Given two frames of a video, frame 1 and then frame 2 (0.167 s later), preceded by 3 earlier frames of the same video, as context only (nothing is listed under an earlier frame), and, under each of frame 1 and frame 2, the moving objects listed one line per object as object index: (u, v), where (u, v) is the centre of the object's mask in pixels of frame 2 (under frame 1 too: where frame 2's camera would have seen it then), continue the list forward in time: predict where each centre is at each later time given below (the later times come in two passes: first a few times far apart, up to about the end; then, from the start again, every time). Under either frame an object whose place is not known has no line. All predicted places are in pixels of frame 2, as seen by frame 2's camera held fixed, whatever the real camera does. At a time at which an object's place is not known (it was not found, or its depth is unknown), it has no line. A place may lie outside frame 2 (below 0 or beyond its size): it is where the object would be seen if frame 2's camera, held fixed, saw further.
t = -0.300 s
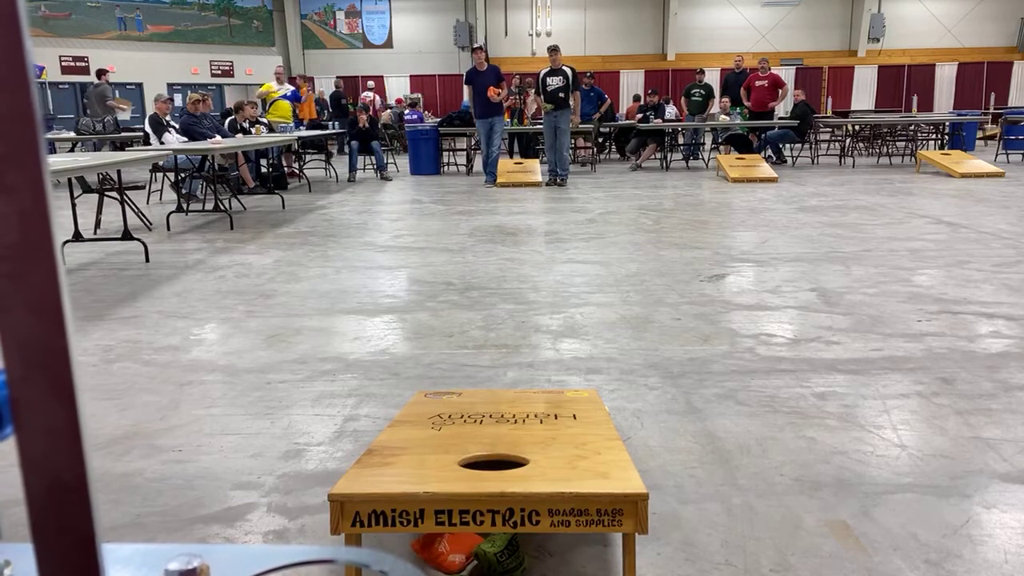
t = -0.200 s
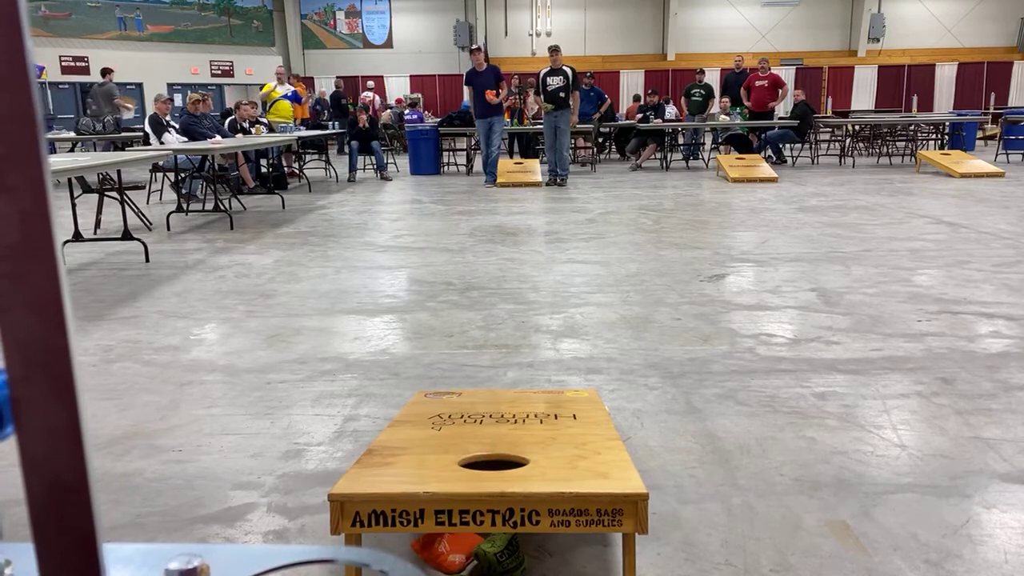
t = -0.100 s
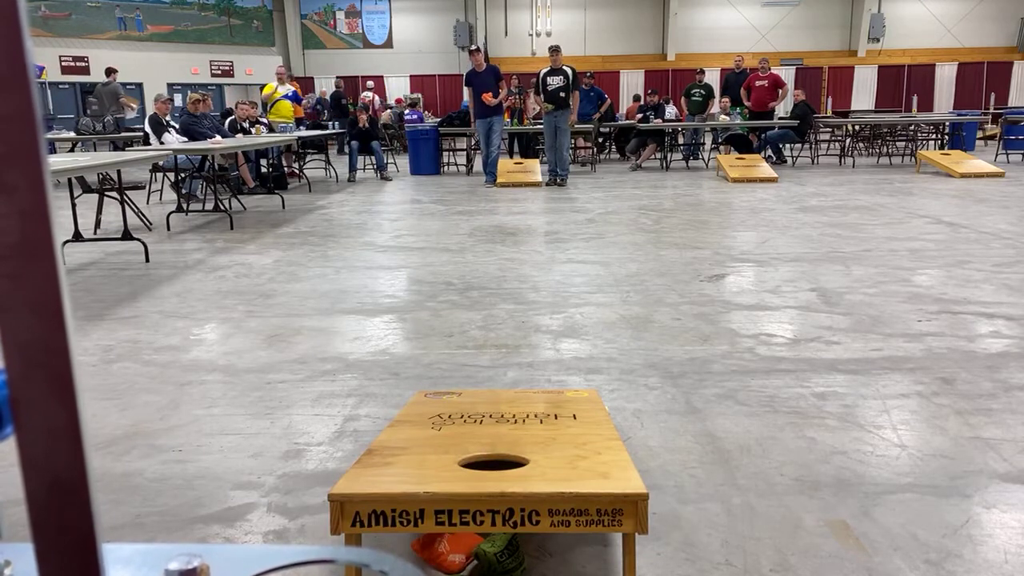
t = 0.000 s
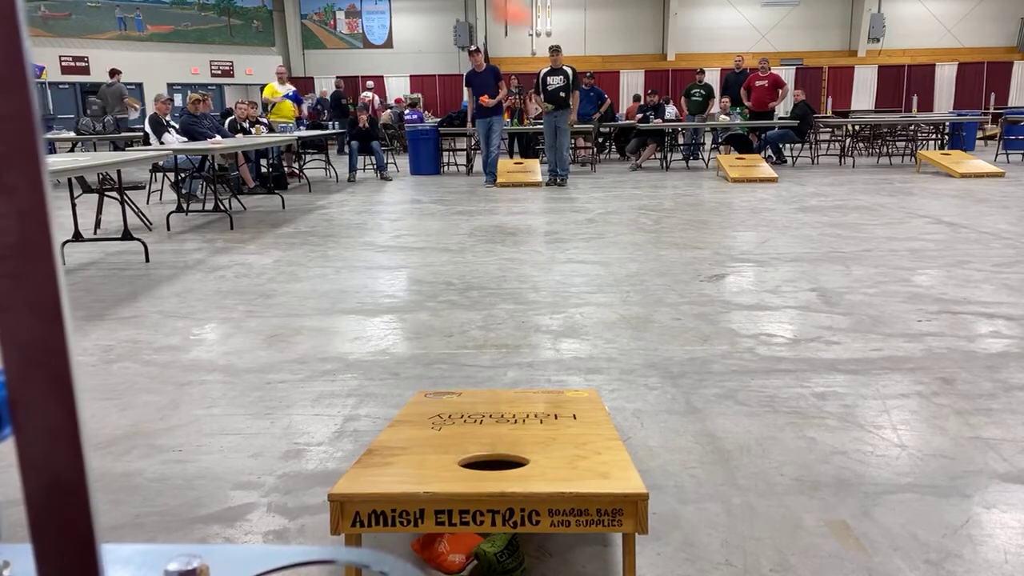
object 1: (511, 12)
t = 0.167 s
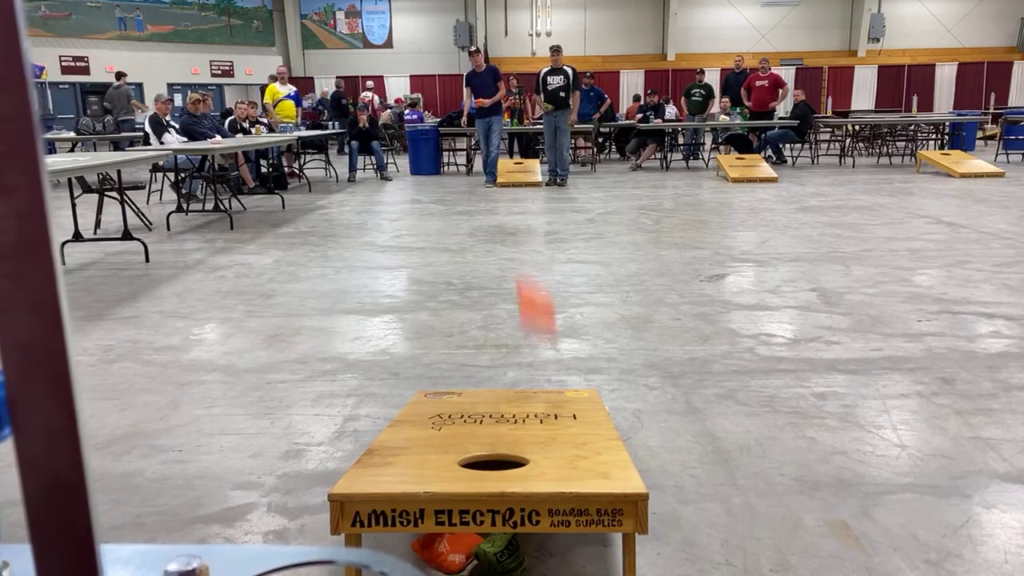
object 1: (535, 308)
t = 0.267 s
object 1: (549, 396)
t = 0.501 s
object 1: (565, 441)
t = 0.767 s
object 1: (577, 460)
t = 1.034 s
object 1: (577, 460)
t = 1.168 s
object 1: (577, 460)
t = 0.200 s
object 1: (542, 388)
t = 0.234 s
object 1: (547, 396)
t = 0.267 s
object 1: (549, 396)
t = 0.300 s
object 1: (554, 401)
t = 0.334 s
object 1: (555, 410)
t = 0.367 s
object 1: (557, 419)
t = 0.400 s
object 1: (558, 427)
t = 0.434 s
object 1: (560, 432)
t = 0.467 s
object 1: (562, 437)
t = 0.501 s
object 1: (565, 441)
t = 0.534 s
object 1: (567, 445)
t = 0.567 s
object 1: (569, 449)
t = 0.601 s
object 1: (571, 452)
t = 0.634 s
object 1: (573, 454)
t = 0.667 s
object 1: (574, 457)
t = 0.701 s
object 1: (575, 458)
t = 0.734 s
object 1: (576, 459)
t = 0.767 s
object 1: (577, 460)
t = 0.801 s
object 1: (577, 460)
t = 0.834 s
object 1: (578, 460)
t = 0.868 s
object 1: (578, 460)
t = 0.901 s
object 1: (577, 460)
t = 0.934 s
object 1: (577, 460)
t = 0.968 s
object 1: (578, 460)
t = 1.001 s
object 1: (578, 460)
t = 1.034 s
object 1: (577, 460)
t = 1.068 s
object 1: (577, 460)
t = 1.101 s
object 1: (577, 460)
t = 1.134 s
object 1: (577, 460)
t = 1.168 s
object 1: (577, 460)
